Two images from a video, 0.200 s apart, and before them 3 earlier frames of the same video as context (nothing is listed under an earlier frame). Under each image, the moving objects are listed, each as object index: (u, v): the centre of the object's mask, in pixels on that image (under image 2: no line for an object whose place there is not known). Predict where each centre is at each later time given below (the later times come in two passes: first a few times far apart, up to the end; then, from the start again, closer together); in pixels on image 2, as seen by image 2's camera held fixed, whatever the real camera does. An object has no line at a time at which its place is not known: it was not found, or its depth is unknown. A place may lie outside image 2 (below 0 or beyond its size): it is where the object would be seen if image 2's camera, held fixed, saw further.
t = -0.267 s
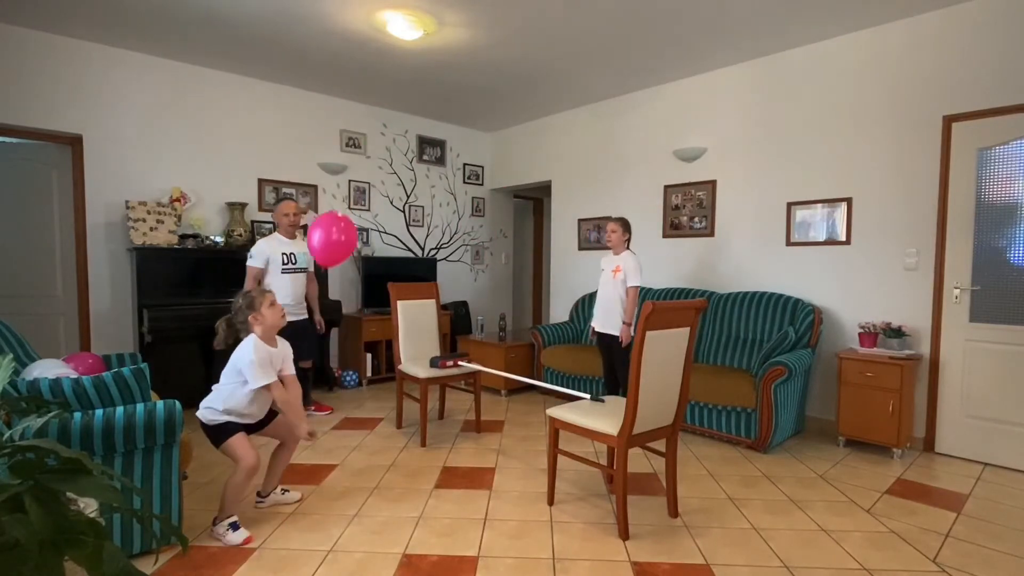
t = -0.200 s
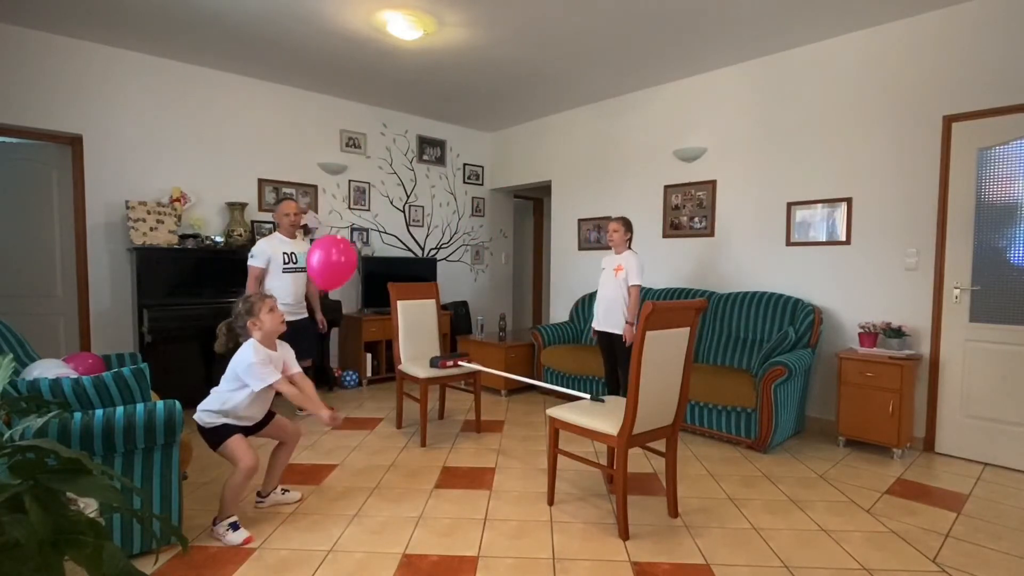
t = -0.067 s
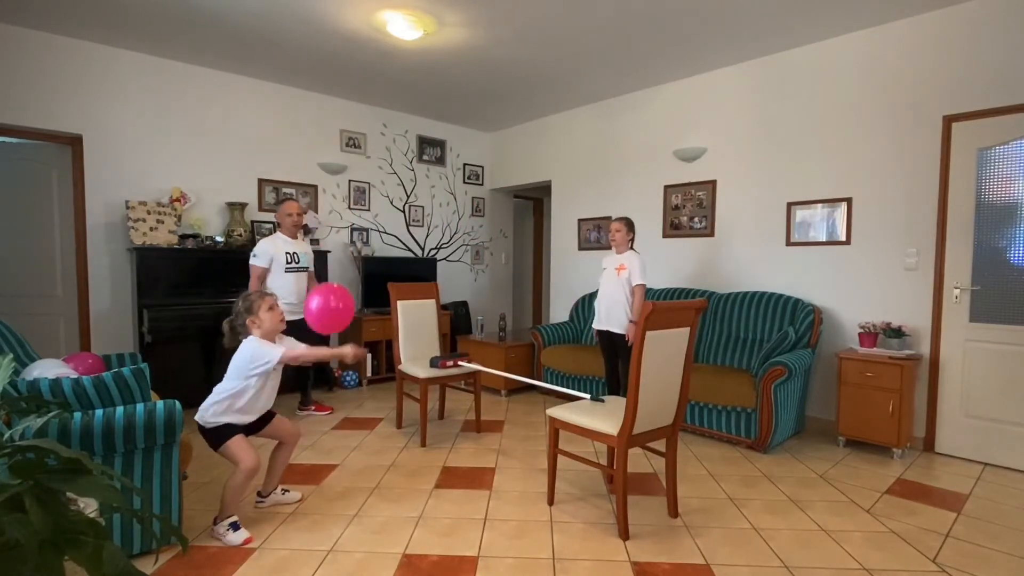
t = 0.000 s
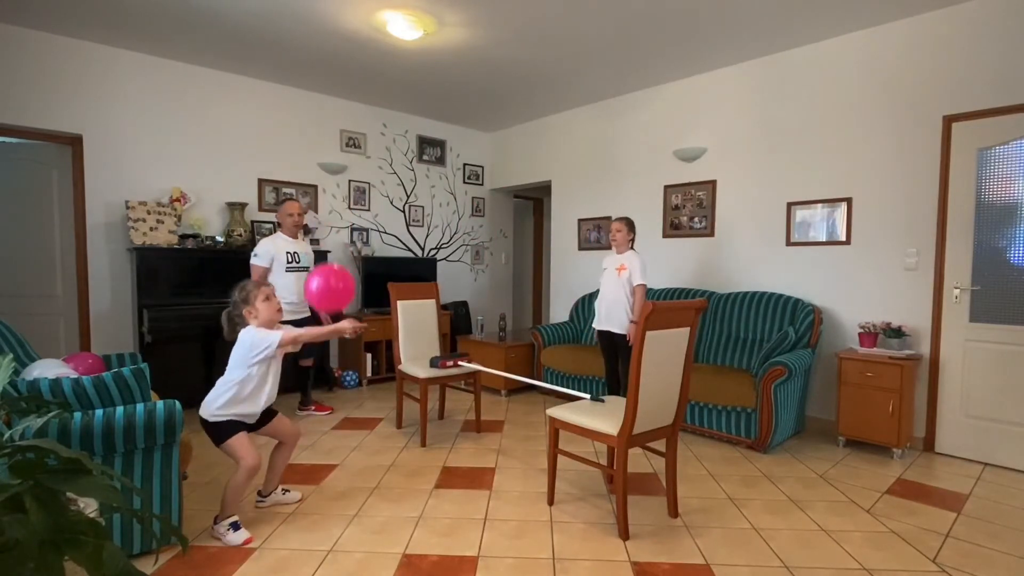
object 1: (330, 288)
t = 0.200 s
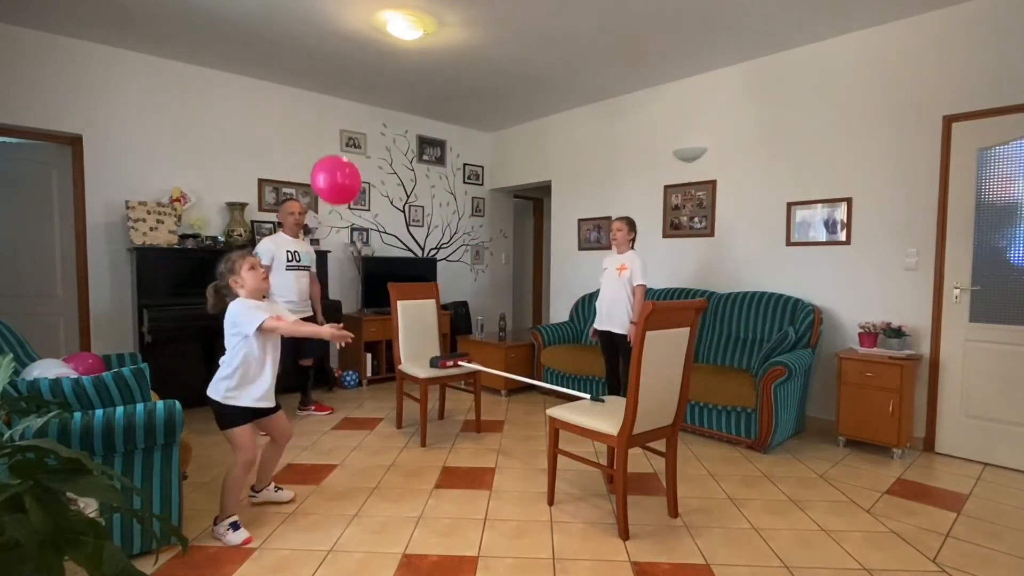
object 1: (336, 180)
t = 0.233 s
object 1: (337, 167)
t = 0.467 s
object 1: (347, 112)
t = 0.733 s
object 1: (355, 101)
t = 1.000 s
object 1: (355, 127)
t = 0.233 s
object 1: (337, 167)
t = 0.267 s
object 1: (338, 156)
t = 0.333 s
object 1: (341, 137)
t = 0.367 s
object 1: (342, 129)
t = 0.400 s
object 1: (344, 122)
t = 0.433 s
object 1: (345, 116)
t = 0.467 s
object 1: (347, 112)
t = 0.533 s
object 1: (350, 104)
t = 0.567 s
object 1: (351, 102)
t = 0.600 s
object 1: (352, 100)
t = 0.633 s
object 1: (353, 99)
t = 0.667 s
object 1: (354, 99)
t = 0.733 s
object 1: (355, 101)
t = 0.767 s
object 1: (355, 103)
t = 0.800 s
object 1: (355, 105)
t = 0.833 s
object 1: (355, 108)
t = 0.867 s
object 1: (355, 111)
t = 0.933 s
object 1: (355, 118)
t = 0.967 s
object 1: (355, 122)
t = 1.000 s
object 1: (355, 127)
